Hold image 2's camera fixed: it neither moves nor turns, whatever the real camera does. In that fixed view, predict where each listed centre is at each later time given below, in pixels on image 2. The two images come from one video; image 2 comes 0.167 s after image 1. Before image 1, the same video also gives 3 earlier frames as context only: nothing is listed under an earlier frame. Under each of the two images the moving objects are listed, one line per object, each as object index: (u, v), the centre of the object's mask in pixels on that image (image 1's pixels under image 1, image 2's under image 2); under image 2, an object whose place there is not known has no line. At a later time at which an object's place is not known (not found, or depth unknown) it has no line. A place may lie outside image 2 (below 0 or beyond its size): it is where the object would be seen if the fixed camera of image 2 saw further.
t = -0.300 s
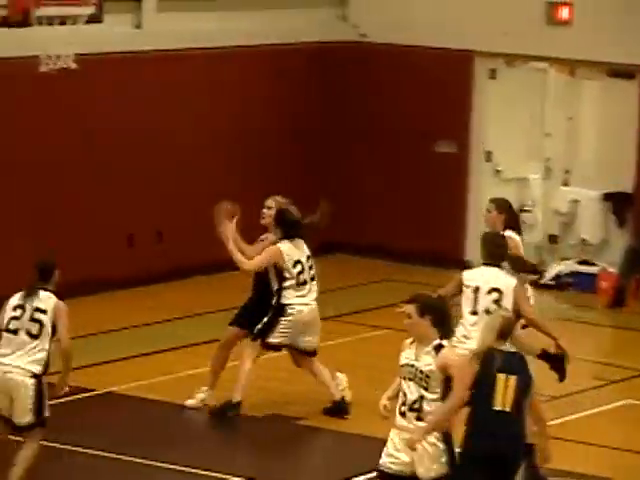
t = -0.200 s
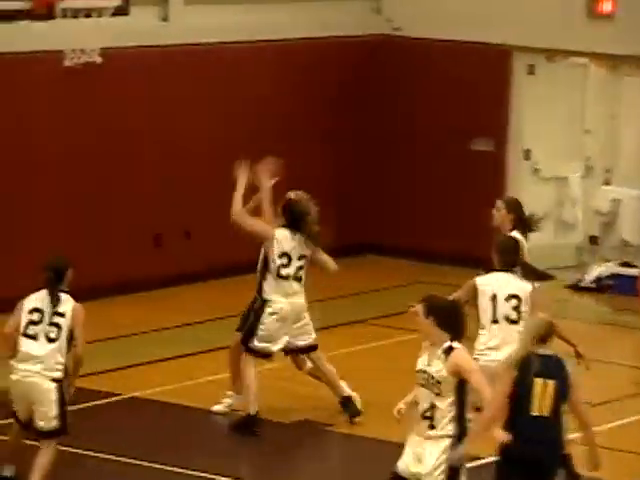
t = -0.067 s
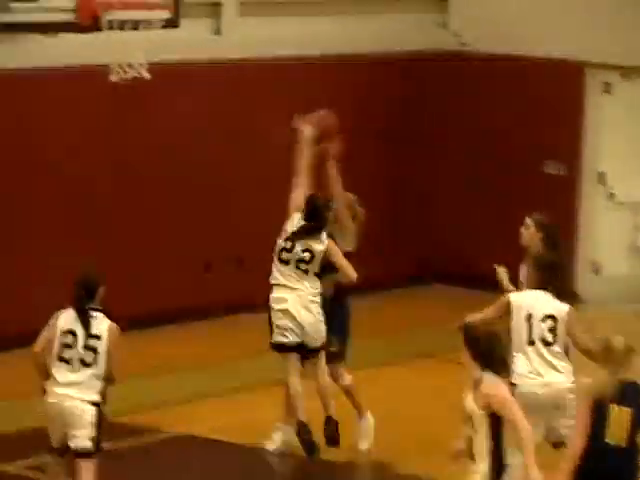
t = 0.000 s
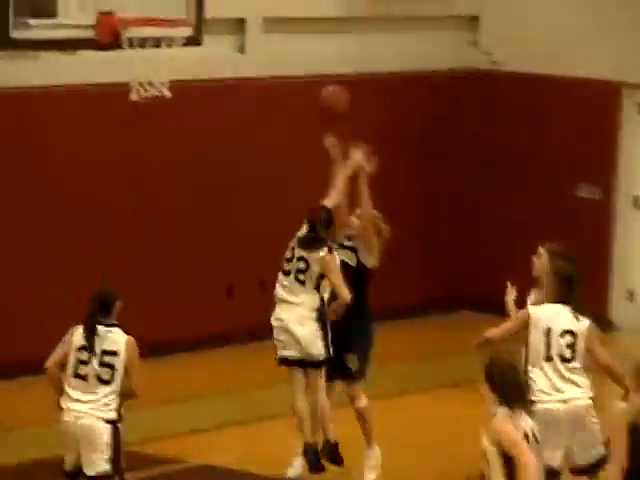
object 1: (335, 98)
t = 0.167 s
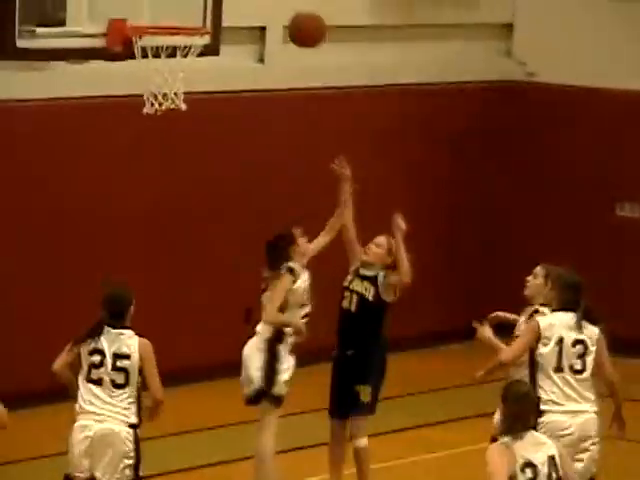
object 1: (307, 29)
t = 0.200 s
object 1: (296, 17)
